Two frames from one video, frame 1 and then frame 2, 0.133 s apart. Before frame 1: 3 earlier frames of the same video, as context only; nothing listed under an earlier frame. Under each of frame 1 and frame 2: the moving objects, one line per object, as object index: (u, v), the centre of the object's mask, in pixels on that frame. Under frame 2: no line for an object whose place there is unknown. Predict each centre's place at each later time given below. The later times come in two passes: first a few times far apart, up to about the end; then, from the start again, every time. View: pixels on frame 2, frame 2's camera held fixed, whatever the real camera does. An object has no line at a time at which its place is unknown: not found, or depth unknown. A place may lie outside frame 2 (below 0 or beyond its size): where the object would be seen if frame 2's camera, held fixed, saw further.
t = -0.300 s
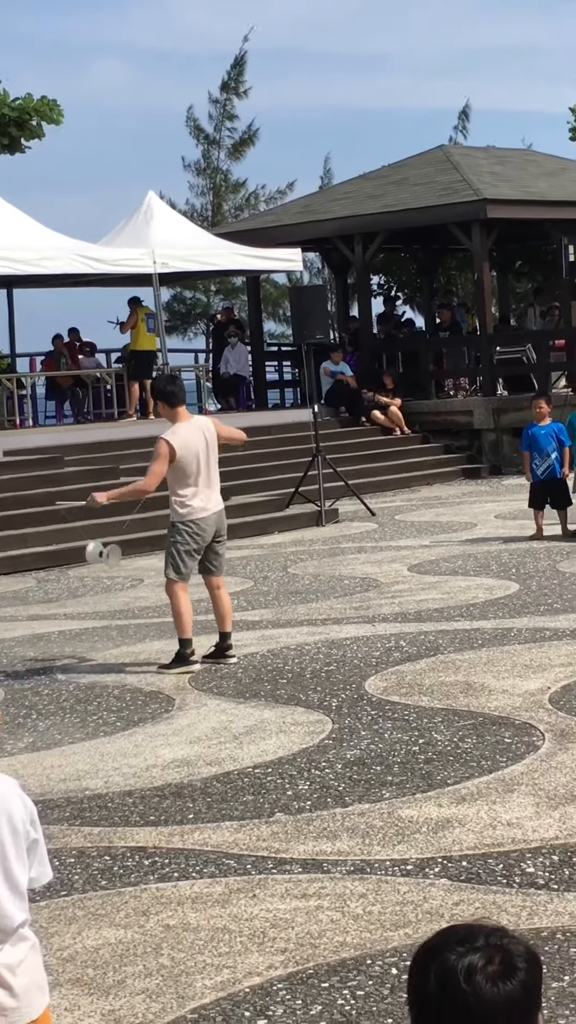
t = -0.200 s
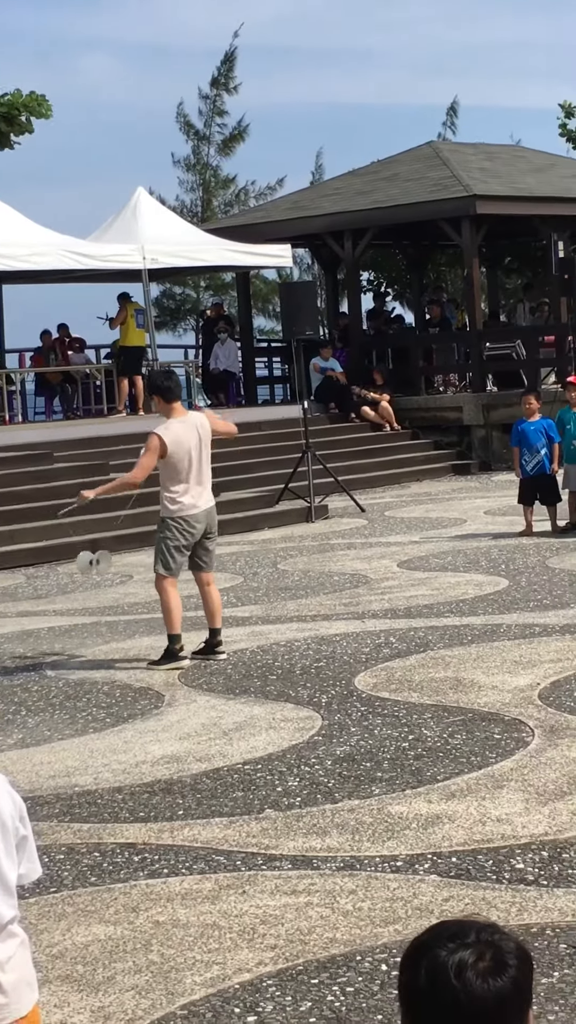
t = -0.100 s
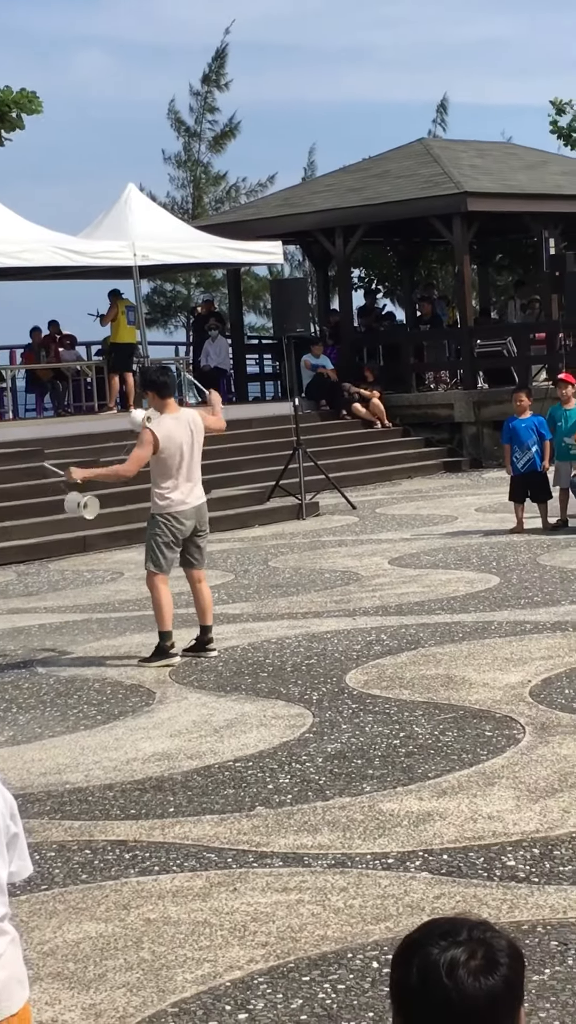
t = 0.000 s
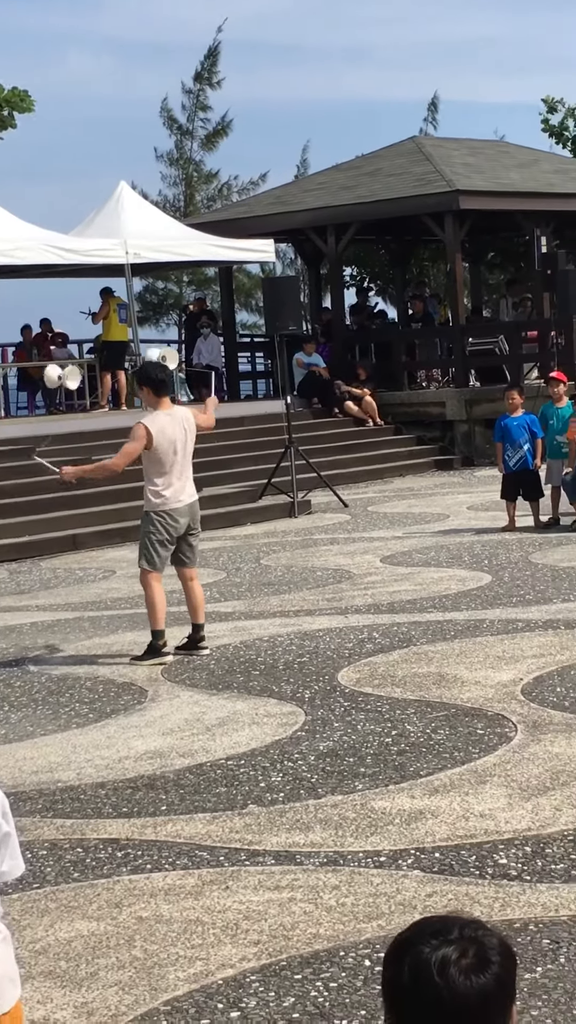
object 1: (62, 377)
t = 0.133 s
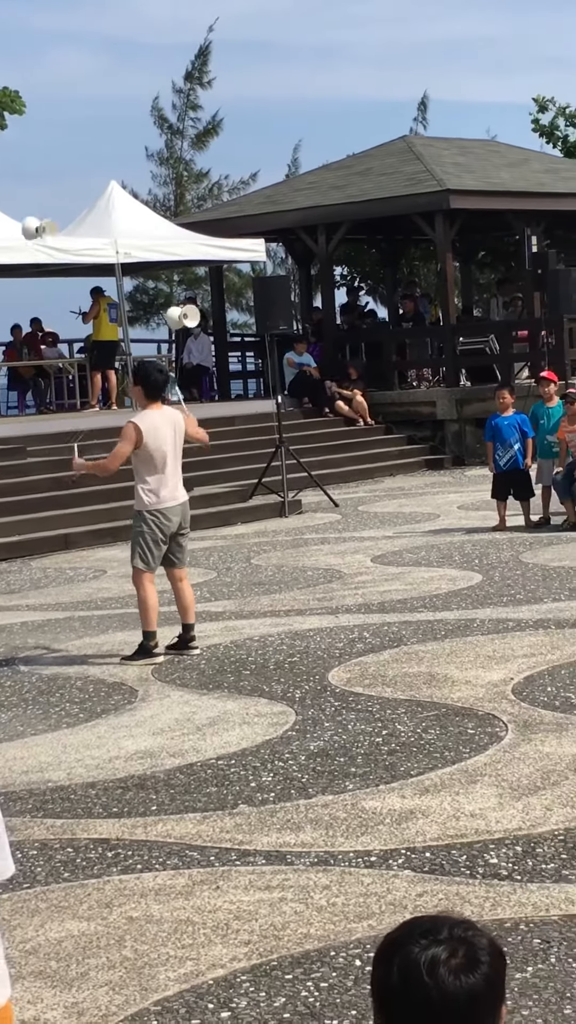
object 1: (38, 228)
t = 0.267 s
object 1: (32, 117)
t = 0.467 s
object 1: (33, 11)
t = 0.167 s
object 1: (37, 198)
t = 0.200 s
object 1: (35, 169)
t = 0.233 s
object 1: (34, 142)
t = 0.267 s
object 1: (32, 117)
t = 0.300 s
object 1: (31, 94)
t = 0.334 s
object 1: (29, 74)
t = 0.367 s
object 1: (30, 55)
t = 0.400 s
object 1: (31, 38)
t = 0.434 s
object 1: (32, 24)
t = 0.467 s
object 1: (33, 11)
